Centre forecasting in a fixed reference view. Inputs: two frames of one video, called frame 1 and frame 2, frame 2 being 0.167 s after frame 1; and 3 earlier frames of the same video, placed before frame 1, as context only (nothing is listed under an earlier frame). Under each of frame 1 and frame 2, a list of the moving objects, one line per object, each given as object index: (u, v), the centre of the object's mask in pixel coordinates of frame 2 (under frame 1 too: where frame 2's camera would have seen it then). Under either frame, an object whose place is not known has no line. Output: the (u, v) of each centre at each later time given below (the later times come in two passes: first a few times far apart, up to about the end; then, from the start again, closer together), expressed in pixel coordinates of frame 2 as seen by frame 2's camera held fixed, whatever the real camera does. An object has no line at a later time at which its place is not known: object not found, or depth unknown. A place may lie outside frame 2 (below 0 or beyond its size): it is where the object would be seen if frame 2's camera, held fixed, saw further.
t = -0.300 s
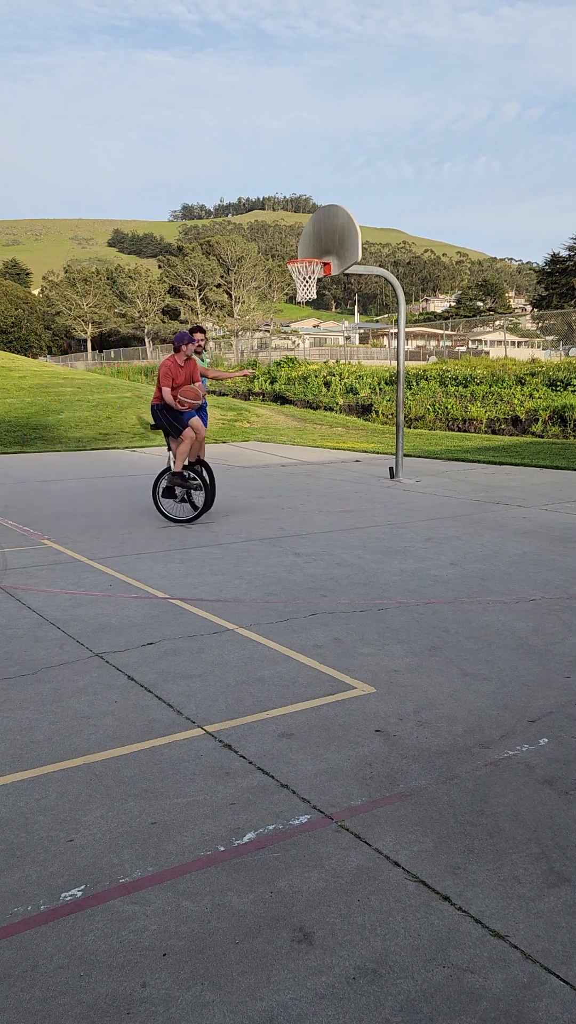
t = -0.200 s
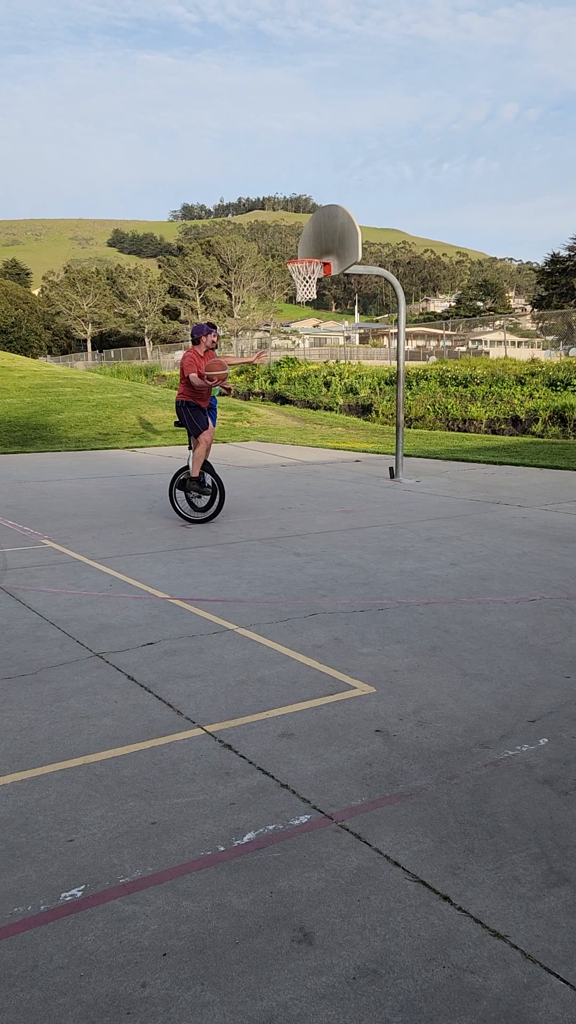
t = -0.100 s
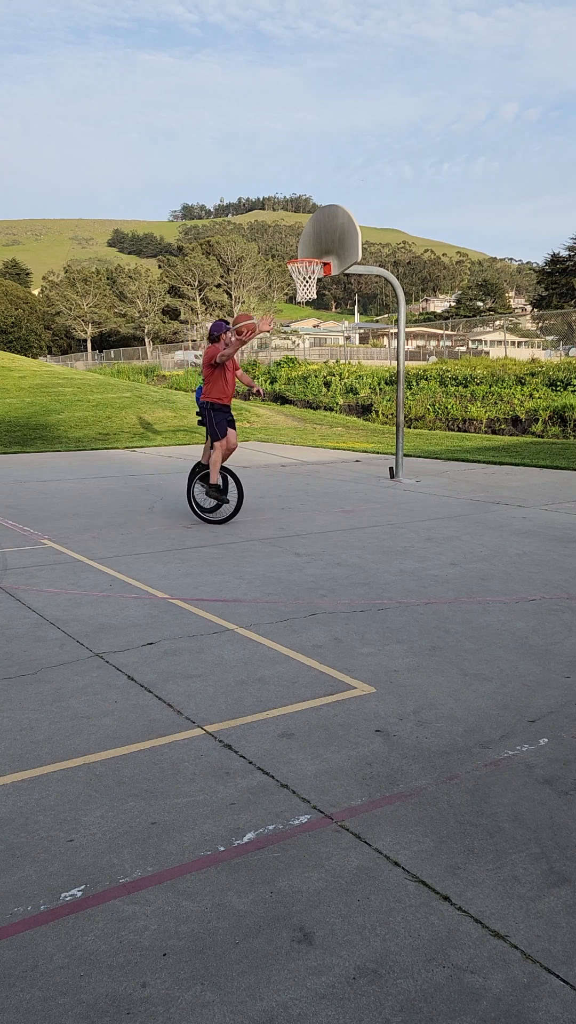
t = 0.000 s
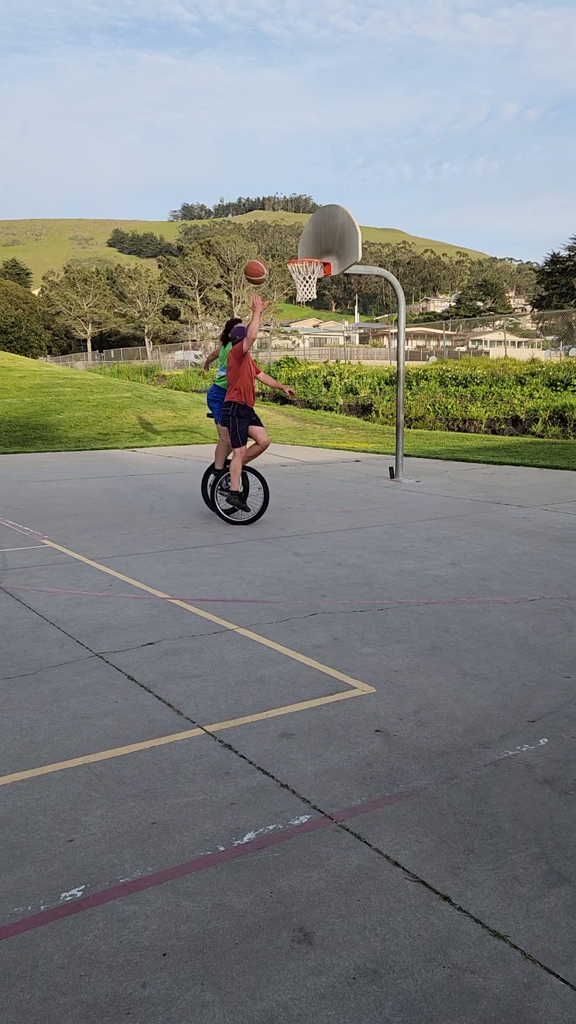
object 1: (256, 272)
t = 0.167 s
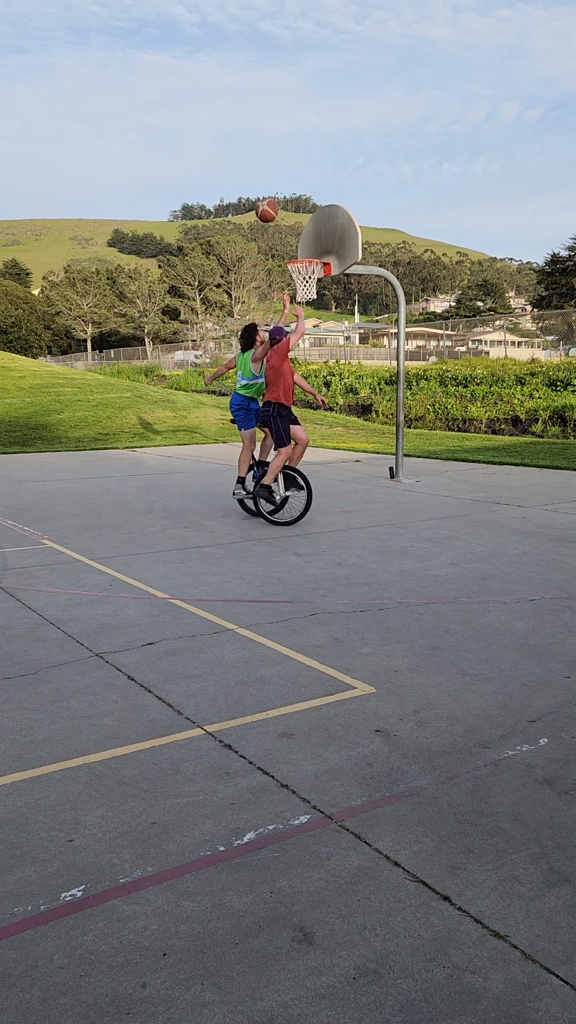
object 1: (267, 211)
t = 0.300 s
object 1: (274, 185)
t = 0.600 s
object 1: (291, 190)
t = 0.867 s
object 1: (305, 251)
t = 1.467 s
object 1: (278, 440)
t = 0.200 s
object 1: (269, 202)
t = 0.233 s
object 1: (270, 195)
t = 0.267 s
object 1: (272, 189)
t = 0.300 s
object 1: (274, 185)
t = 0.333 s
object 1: (276, 181)
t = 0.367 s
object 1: (278, 179)
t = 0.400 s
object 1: (280, 178)
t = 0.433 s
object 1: (282, 177)
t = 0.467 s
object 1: (284, 178)
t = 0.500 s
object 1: (286, 180)
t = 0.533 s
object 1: (288, 182)
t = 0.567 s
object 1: (290, 186)
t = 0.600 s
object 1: (291, 190)
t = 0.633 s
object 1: (293, 195)
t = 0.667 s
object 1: (295, 201)
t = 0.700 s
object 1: (297, 208)
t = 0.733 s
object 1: (298, 215)
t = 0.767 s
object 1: (300, 224)
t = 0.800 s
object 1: (302, 232)
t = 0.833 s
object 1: (304, 241)
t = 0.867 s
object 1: (305, 251)
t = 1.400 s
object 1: (281, 409)
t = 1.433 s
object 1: (280, 424)
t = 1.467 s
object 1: (278, 440)
